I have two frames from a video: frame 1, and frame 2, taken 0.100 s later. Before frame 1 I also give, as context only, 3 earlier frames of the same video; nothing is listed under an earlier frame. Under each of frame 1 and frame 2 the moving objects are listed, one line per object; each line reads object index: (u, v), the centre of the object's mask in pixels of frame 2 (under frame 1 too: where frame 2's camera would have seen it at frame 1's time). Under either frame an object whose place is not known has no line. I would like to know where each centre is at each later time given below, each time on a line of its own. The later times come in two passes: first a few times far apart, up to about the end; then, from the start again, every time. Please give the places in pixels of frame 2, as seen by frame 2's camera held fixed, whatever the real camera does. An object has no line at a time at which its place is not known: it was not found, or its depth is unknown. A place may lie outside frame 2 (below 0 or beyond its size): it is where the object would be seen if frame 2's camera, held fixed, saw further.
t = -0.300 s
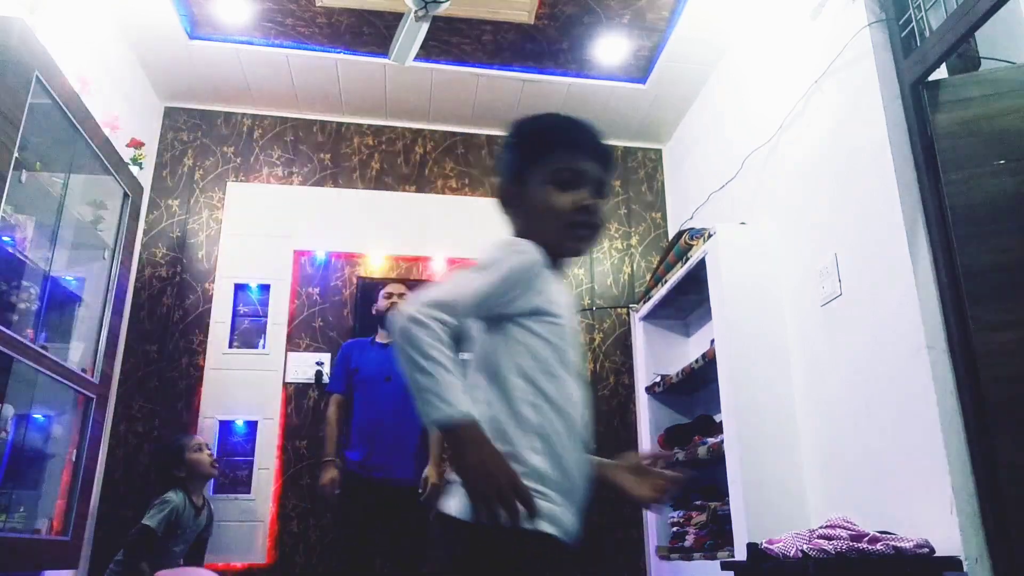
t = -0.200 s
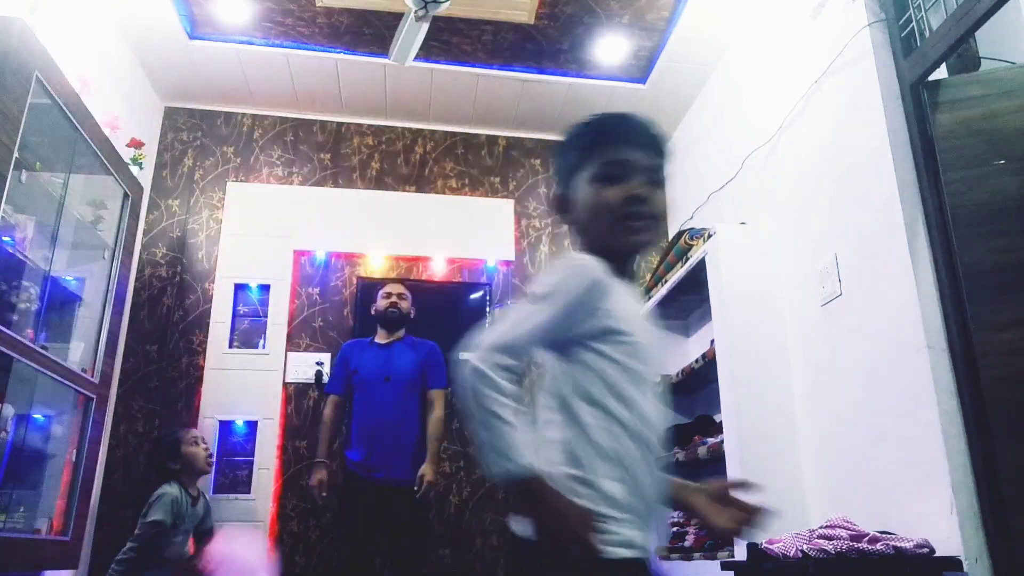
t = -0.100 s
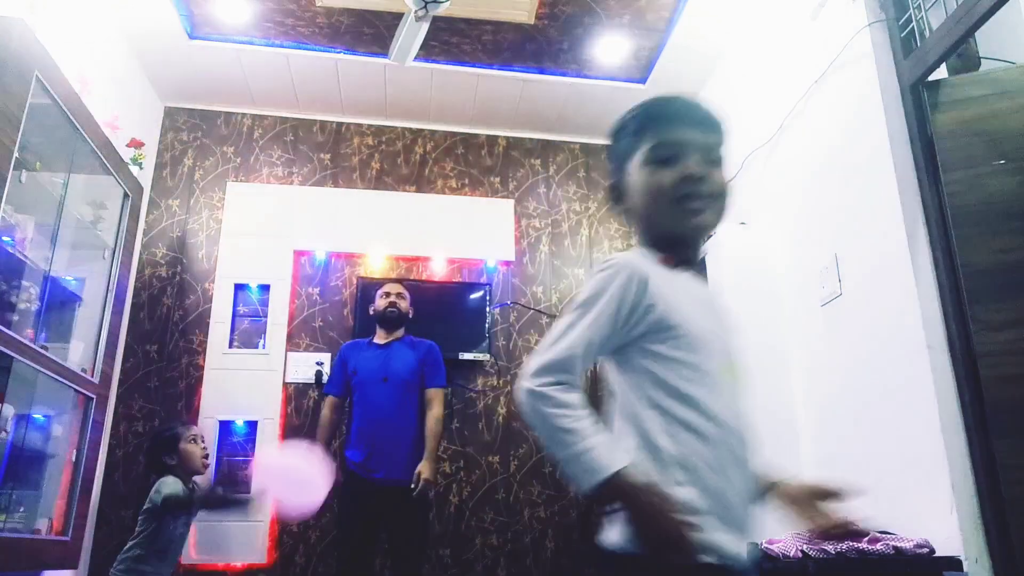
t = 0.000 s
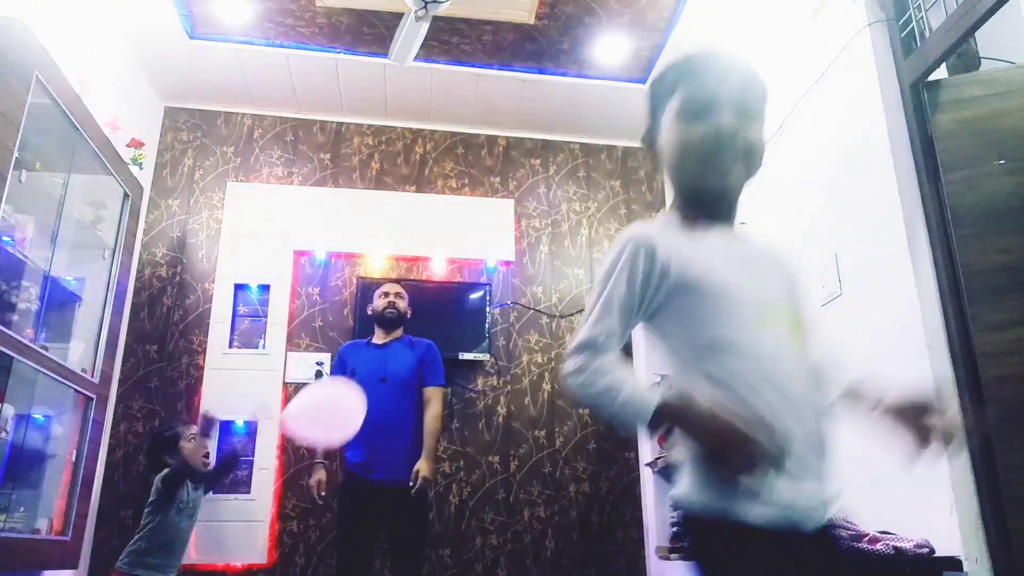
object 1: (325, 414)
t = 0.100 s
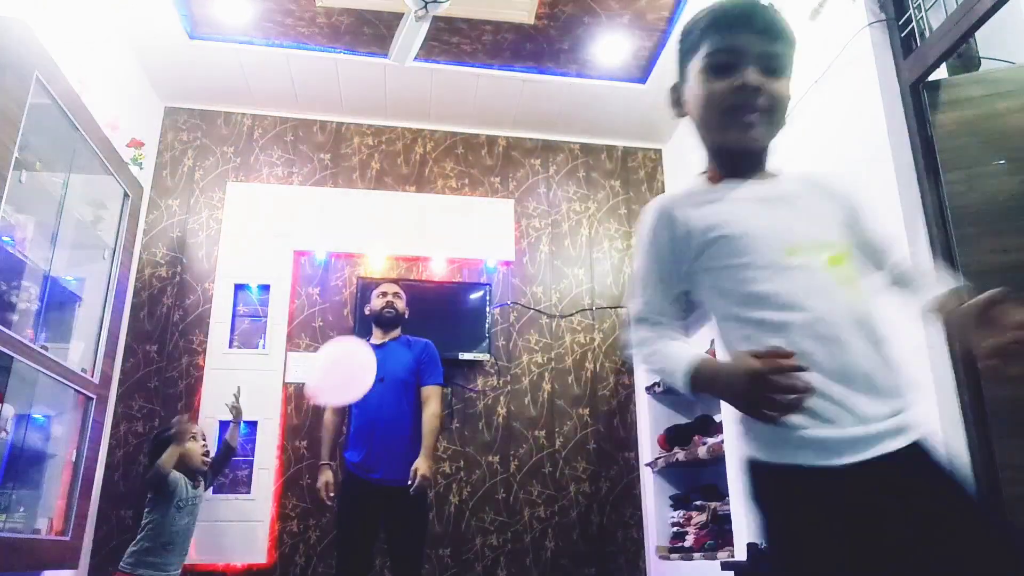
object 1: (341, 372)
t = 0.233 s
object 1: (353, 347)
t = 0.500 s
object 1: (412, 315)
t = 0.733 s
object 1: (470, 301)
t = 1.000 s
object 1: (524, 325)
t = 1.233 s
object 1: (555, 367)
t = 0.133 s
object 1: (344, 363)
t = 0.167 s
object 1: (346, 356)
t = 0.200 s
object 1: (349, 351)
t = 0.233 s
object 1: (353, 347)
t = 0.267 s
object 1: (360, 343)
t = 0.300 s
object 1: (366, 339)
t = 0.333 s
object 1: (373, 335)
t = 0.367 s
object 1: (380, 331)
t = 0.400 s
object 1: (388, 326)
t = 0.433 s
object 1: (395, 322)
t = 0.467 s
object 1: (403, 319)
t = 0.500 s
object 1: (412, 315)
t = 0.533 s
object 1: (420, 312)
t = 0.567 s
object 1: (427, 308)
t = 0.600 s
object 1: (436, 306)
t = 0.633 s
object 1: (444, 304)
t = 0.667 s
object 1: (452, 302)
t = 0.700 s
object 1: (462, 301)
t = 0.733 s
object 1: (470, 301)
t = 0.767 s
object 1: (478, 302)
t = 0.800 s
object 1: (486, 303)
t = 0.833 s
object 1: (494, 306)
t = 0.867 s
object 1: (501, 309)
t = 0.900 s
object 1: (507, 312)
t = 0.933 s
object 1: (513, 316)
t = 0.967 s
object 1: (519, 321)
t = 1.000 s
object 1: (524, 325)
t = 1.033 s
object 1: (529, 330)
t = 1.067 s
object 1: (534, 335)
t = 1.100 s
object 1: (539, 341)
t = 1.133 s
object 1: (543, 346)
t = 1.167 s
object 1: (547, 353)
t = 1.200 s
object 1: (551, 359)
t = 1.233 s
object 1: (555, 367)
